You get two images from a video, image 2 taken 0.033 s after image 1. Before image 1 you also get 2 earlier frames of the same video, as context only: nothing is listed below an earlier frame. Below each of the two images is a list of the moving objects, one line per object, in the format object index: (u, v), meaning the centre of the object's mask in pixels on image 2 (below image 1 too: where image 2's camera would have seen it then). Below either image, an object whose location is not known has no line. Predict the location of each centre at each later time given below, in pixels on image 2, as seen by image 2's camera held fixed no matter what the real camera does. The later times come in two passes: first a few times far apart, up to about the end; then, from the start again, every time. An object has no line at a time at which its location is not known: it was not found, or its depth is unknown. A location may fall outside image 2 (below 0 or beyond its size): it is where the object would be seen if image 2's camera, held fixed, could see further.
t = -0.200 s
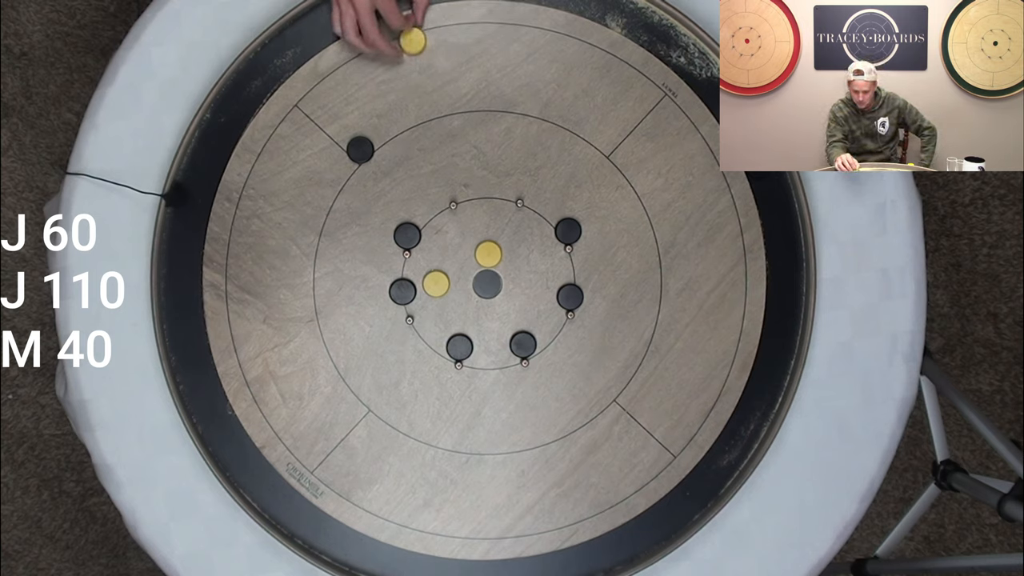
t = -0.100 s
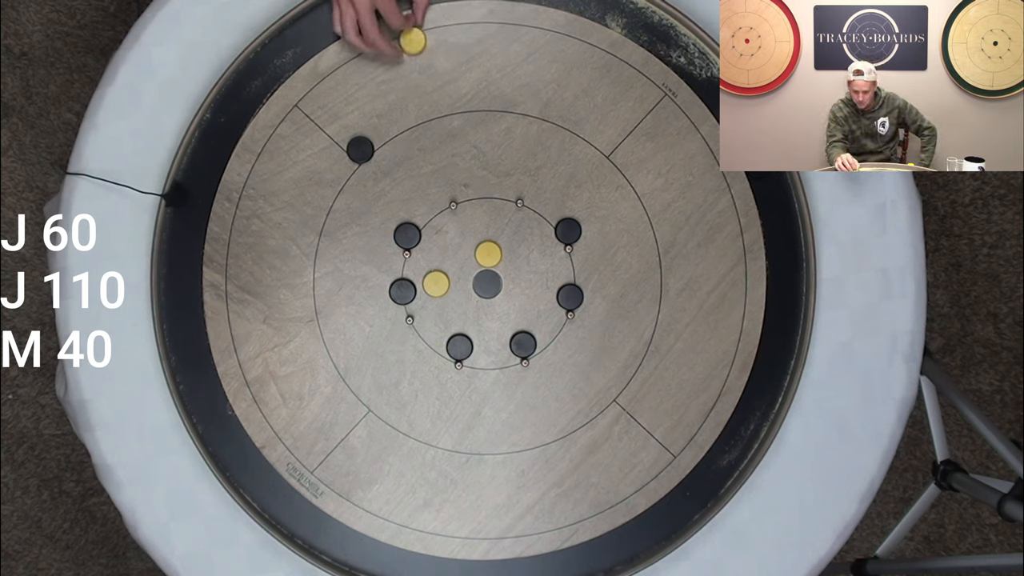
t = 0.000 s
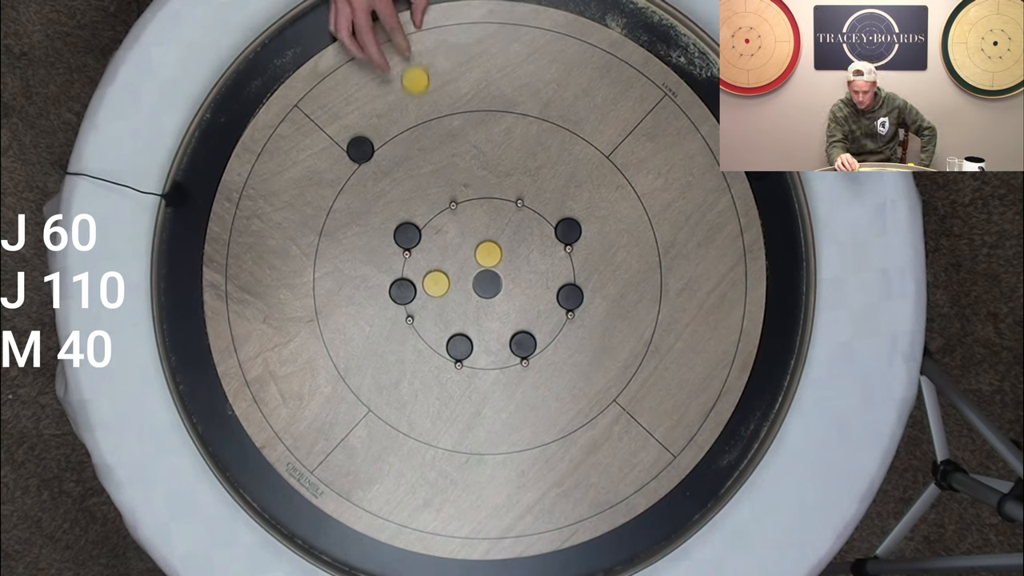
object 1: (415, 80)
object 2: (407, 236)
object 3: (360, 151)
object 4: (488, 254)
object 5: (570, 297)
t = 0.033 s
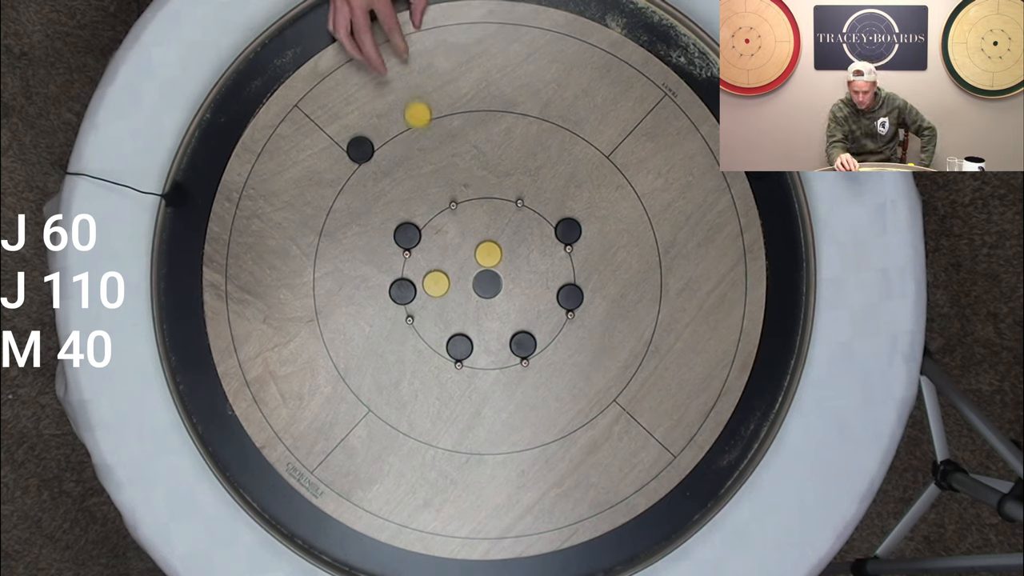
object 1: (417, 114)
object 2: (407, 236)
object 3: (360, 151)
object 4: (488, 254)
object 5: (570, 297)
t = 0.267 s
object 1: (462, 245)
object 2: (385, 175)
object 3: (360, 151)
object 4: (496, 257)
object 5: (570, 297)
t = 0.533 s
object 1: (461, 247)
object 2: (402, 127)
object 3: (305, 105)
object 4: (550, 279)
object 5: (576, 293)
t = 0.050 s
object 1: (418, 131)
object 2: (407, 236)
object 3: (360, 151)
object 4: (488, 253)
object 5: (570, 297)
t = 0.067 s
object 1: (420, 147)
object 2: (407, 236)
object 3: (360, 151)
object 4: (488, 253)
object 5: (570, 297)
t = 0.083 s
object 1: (420, 163)
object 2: (407, 236)
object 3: (360, 151)
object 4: (488, 253)
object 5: (570, 297)
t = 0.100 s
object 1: (421, 181)
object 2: (407, 236)
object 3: (360, 151)
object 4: (488, 253)
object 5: (570, 297)
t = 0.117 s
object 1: (422, 196)
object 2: (407, 236)
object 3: (360, 151)
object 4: (488, 253)
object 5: (570, 297)
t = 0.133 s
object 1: (423, 211)
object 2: (407, 236)
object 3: (360, 151)
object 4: (488, 253)
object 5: (570, 297)
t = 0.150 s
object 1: (430, 218)
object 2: (404, 231)
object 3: (360, 151)
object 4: (488, 253)
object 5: (570, 297)
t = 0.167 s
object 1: (436, 223)
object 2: (401, 222)
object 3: (360, 151)
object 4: (488, 253)
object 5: (570, 297)
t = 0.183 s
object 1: (443, 228)
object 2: (398, 215)
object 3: (360, 151)
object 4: (488, 253)
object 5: (570, 297)
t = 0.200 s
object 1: (449, 233)
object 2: (396, 207)
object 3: (360, 151)
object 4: (488, 254)
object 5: (570, 297)
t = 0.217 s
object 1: (454, 237)
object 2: (393, 199)
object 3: (360, 151)
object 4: (488, 254)
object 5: (570, 297)
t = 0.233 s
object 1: (460, 242)
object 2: (390, 191)
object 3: (360, 151)
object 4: (488, 254)
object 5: (570, 297)
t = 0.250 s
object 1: (462, 244)
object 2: (387, 183)
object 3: (360, 151)
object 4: (491, 255)
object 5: (570, 297)
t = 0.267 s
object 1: (462, 245)
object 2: (385, 175)
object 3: (360, 151)
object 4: (496, 257)
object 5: (570, 297)
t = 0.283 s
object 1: (462, 246)
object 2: (382, 168)
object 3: (360, 151)
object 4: (501, 260)
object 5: (570, 297)
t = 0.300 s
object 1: (462, 247)
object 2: (383, 164)
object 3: (355, 146)
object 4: (505, 262)
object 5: (570, 297)
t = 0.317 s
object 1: (461, 247)
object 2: (385, 160)
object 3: (350, 142)
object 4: (510, 264)
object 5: (570, 297)
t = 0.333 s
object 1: (461, 247)
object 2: (387, 157)
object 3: (346, 138)
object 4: (514, 266)
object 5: (570, 297)
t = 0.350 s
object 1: (461, 247)
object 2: (388, 154)
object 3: (341, 135)
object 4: (518, 267)
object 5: (570, 297)
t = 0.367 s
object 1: (461, 247)
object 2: (390, 150)
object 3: (337, 131)
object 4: (523, 269)
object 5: (570, 297)
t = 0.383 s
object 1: (461, 247)
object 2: (392, 147)
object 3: (333, 128)
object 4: (527, 271)
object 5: (570, 297)
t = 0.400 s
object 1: (461, 247)
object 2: (393, 145)
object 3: (329, 124)
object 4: (531, 273)
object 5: (570, 297)
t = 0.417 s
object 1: (461, 247)
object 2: (394, 142)
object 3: (325, 121)
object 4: (534, 275)
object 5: (570, 297)
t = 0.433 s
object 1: (461, 247)
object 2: (396, 139)
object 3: (322, 119)
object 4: (538, 276)
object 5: (570, 297)
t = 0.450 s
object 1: (461, 247)
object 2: (397, 137)
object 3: (318, 116)
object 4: (542, 278)
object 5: (570, 297)
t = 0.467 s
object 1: (461, 247)
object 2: (398, 135)
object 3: (315, 113)
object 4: (546, 279)
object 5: (570, 297)
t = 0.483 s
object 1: (461, 247)
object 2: (399, 133)
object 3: (312, 111)
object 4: (548, 280)
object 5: (571, 297)
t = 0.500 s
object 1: (461, 247)
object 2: (400, 130)
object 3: (310, 109)
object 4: (549, 280)
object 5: (572, 295)
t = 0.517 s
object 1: (461, 247)
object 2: (401, 128)
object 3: (307, 107)
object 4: (550, 279)
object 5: (574, 294)
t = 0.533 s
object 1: (461, 247)
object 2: (402, 127)
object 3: (305, 105)
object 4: (550, 279)
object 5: (576, 293)
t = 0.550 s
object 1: (461, 247)
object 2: (403, 125)
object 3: (303, 103)
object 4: (551, 279)
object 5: (577, 291)
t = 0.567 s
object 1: (461, 247)
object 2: (404, 123)
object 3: (301, 102)
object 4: (551, 278)
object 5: (579, 290)
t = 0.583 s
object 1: (461, 247)
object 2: (405, 122)
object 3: (299, 100)
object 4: (551, 278)
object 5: (580, 289)
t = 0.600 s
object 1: (461, 247)
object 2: (405, 120)
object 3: (298, 99)
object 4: (552, 278)
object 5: (582, 289)
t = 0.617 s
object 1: (461, 247)
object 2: (406, 119)
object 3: (297, 98)
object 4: (552, 278)
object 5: (583, 288)
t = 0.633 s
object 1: (461, 247)
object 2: (406, 118)
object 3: (296, 97)
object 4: (552, 278)
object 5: (584, 287)
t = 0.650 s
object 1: (461, 247)
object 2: (406, 117)
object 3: (295, 97)
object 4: (552, 278)
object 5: (584, 286)
